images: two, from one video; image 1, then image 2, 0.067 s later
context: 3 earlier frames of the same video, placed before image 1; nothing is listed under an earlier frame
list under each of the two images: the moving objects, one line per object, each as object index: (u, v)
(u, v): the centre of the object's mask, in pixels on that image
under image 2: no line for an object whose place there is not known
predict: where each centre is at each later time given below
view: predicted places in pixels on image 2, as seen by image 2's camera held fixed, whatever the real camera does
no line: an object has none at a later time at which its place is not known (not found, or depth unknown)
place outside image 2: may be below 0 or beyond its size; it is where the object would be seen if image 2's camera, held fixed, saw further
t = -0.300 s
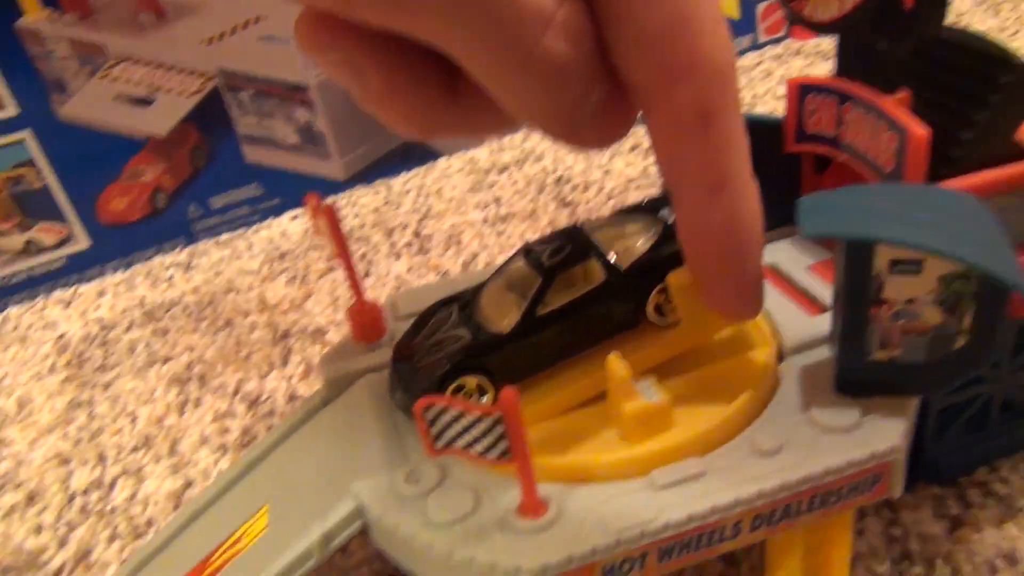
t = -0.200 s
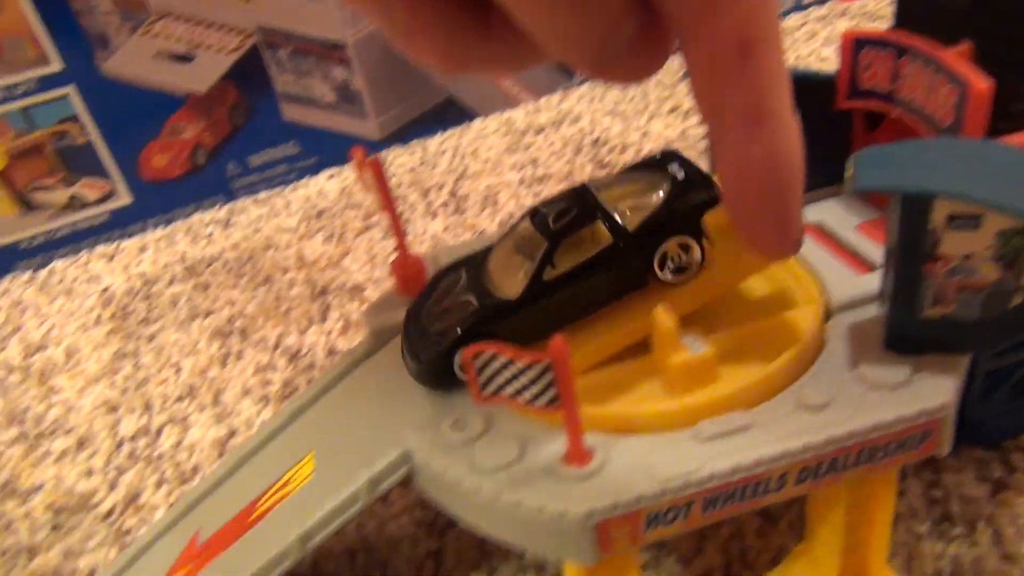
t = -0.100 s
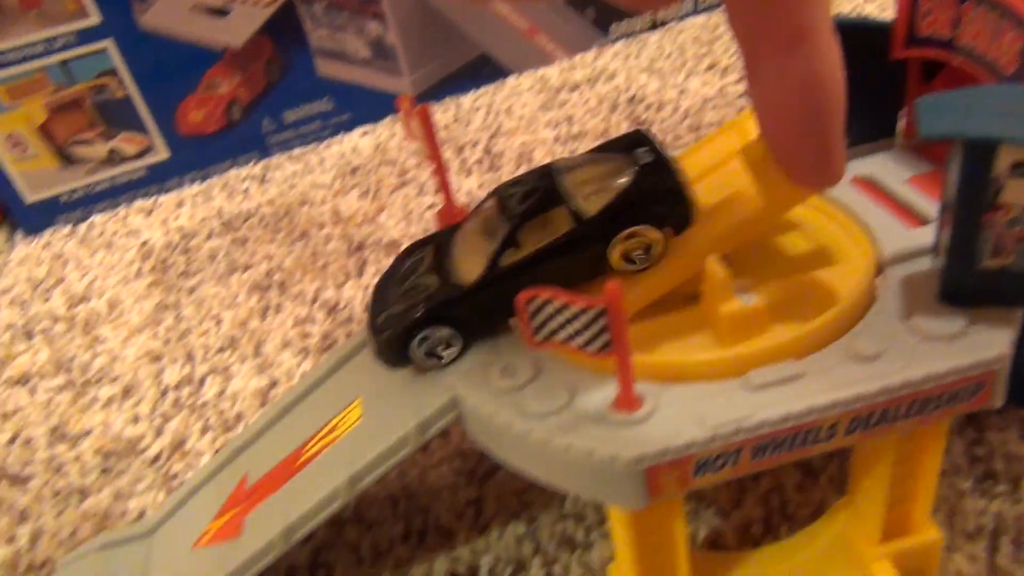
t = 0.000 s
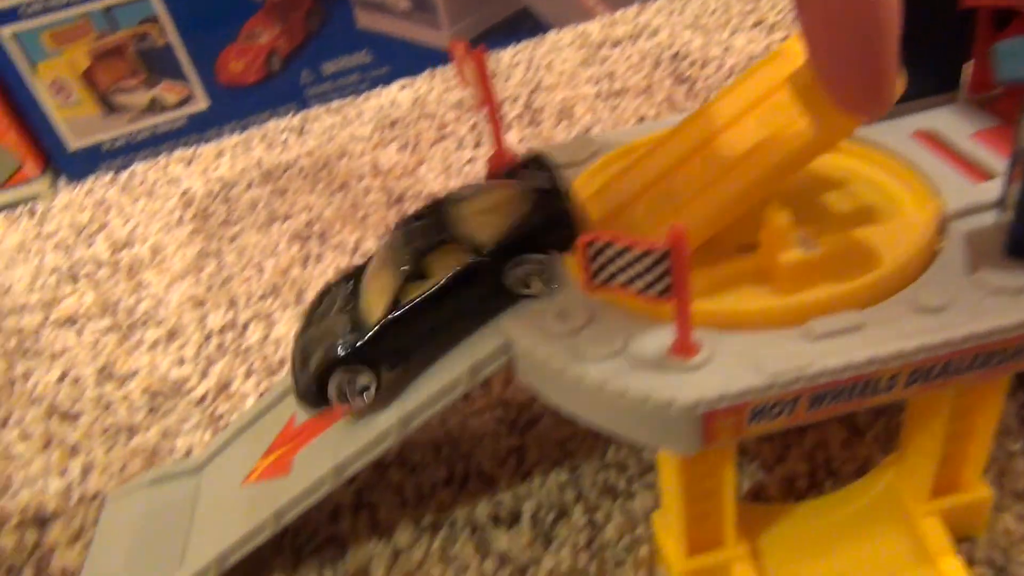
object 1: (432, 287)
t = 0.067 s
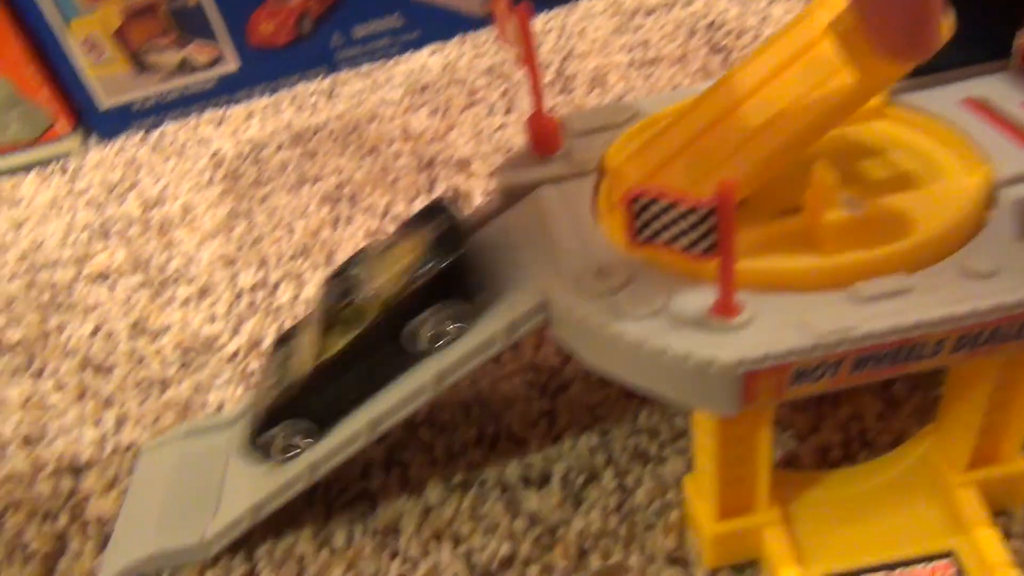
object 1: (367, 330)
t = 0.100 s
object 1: (291, 389)
